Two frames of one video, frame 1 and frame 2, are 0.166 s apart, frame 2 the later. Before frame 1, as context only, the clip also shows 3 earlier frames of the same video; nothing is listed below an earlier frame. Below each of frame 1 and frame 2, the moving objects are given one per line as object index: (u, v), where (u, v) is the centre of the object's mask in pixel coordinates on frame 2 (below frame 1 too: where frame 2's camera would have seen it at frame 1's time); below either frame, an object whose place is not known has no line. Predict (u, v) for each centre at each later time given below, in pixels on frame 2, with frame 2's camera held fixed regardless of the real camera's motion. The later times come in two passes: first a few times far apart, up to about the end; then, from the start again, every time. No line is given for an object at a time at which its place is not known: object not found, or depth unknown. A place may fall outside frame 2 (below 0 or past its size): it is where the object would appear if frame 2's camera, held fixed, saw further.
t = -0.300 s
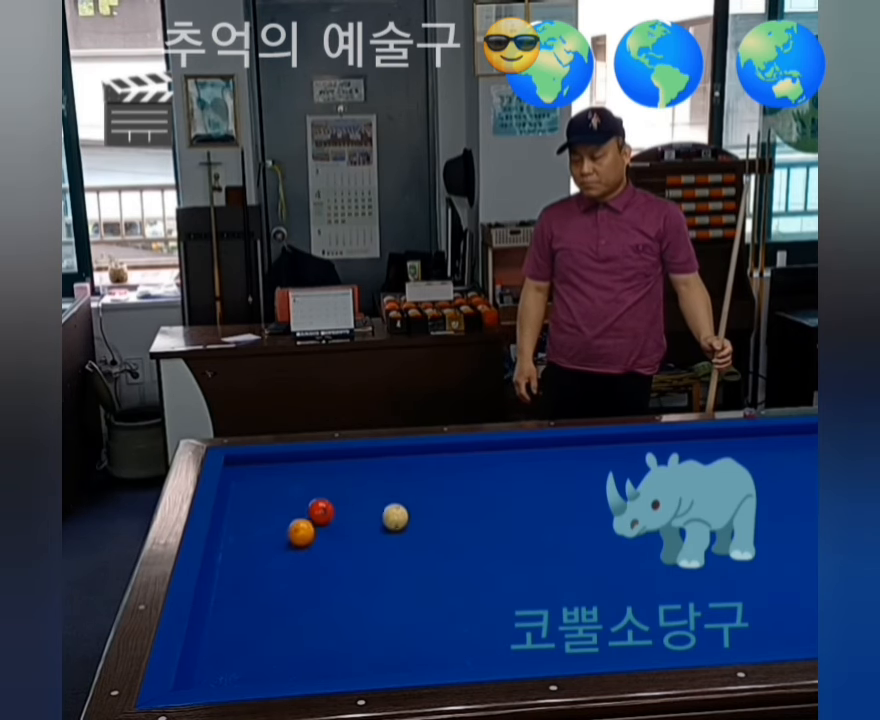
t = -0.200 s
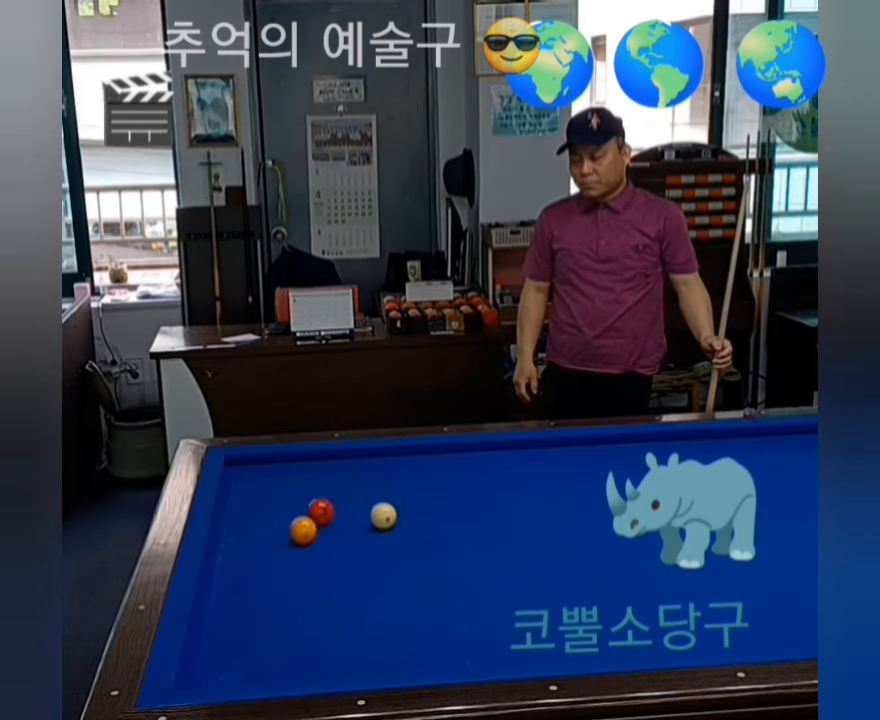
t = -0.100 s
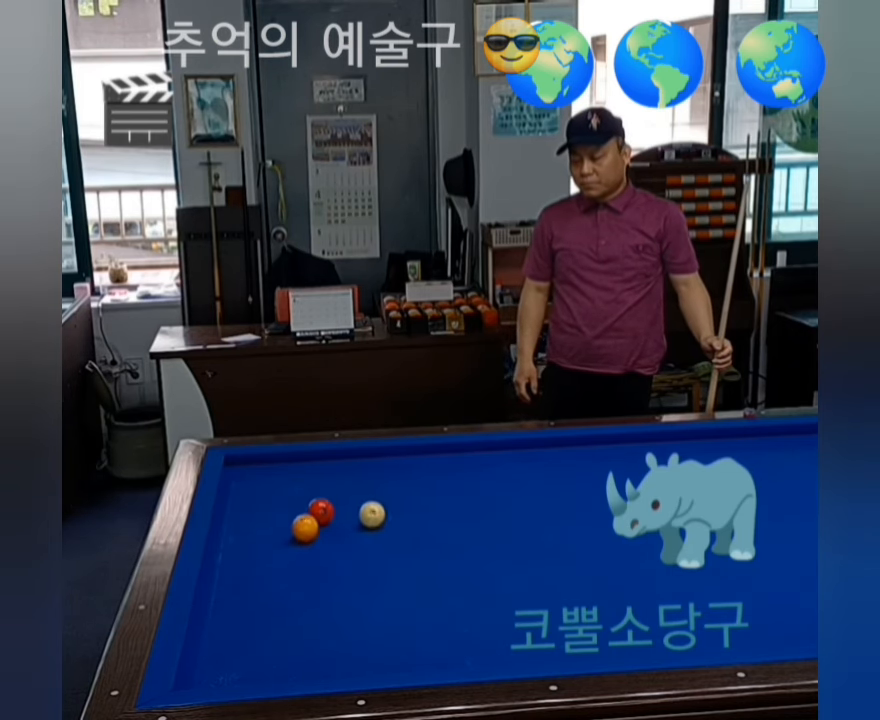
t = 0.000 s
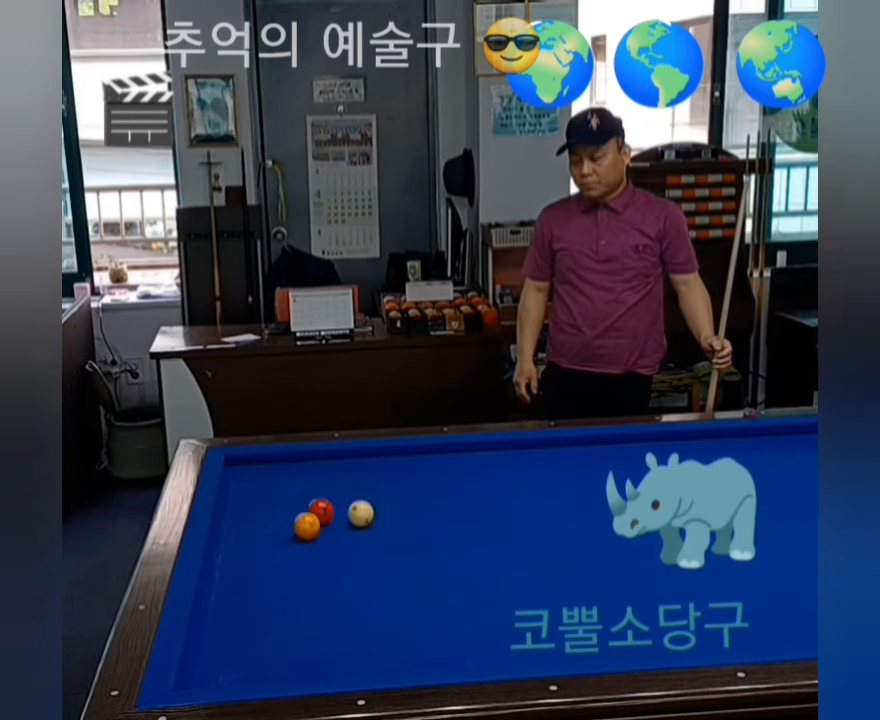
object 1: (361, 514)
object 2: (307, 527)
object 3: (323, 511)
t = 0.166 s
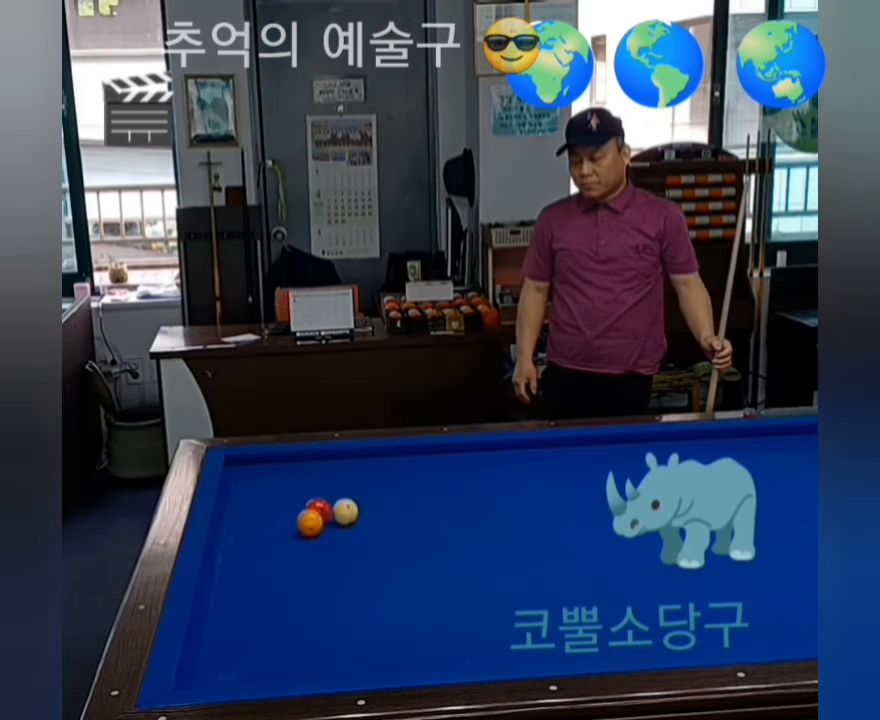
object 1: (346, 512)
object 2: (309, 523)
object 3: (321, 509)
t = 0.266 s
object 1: (343, 511)
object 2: (311, 521)
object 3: (313, 505)
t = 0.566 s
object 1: (338, 509)
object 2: (316, 518)
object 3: (290, 509)
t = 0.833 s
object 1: (336, 506)
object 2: (318, 516)
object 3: (273, 508)
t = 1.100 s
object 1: (334, 503)
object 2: (320, 516)
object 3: (258, 506)
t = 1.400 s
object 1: (332, 502)
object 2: (319, 515)
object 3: (241, 505)
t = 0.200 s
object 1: (345, 512)
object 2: (310, 522)
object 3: (319, 507)
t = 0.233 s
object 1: (344, 511)
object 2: (310, 522)
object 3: (316, 506)
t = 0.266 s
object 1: (343, 511)
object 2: (311, 521)
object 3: (313, 505)
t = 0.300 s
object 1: (343, 511)
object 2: (312, 521)
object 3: (307, 504)
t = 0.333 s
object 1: (342, 511)
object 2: (312, 520)
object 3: (305, 505)
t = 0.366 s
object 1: (342, 510)
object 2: (312, 520)
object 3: (301, 506)
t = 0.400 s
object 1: (341, 510)
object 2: (313, 520)
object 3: (298, 508)
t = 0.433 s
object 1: (340, 510)
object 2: (313, 520)
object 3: (296, 508)
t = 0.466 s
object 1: (340, 510)
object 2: (314, 519)
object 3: (295, 509)
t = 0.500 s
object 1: (339, 509)
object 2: (315, 519)
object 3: (293, 509)
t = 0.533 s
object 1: (339, 509)
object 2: (315, 519)
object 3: (291, 509)
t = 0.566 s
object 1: (338, 509)
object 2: (316, 518)
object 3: (290, 509)
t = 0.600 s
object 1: (338, 508)
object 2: (316, 518)
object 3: (288, 509)
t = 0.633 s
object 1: (338, 508)
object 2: (316, 518)
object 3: (286, 509)
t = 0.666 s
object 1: (338, 508)
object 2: (317, 518)
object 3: (284, 509)
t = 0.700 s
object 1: (337, 507)
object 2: (317, 518)
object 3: (282, 508)
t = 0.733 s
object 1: (337, 507)
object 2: (317, 517)
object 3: (279, 508)
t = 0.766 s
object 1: (337, 507)
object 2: (317, 517)
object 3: (278, 508)
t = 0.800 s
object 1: (336, 506)
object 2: (318, 517)
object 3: (275, 508)
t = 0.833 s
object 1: (336, 506)
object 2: (318, 516)
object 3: (273, 508)
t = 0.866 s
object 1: (336, 505)
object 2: (319, 516)
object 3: (271, 508)
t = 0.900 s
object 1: (335, 505)
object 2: (319, 516)
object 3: (269, 507)
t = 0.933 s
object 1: (335, 505)
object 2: (319, 516)
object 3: (267, 507)
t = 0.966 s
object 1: (335, 504)
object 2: (319, 516)
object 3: (265, 507)
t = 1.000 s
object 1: (334, 504)
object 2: (319, 516)
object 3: (264, 507)
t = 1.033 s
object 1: (334, 504)
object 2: (320, 516)
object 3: (261, 506)
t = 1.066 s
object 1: (334, 503)
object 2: (320, 516)
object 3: (259, 506)
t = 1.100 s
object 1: (334, 503)
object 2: (320, 516)
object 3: (258, 506)
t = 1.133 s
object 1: (334, 503)
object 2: (320, 516)
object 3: (256, 506)
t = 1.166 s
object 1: (333, 503)
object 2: (320, 516)
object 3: (253, 506)
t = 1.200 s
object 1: (333, 502)
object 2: (319, 515)
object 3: (252, 506)
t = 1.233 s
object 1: (333, 502)
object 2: (320, 515)
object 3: (250, 506)
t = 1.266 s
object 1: (332, 502)
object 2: (319, 515)
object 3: (248, 505)
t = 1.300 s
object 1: (332, 502)
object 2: (319, 515)
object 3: (246, 505)
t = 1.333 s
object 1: (332, 502)
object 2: (319, 515)
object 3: (244, 505)
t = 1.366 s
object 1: (332, 502)
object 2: (319, 515)
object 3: (243, 505)
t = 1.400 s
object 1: (332, 502)
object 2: (319, 515)
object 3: (241, 505)
